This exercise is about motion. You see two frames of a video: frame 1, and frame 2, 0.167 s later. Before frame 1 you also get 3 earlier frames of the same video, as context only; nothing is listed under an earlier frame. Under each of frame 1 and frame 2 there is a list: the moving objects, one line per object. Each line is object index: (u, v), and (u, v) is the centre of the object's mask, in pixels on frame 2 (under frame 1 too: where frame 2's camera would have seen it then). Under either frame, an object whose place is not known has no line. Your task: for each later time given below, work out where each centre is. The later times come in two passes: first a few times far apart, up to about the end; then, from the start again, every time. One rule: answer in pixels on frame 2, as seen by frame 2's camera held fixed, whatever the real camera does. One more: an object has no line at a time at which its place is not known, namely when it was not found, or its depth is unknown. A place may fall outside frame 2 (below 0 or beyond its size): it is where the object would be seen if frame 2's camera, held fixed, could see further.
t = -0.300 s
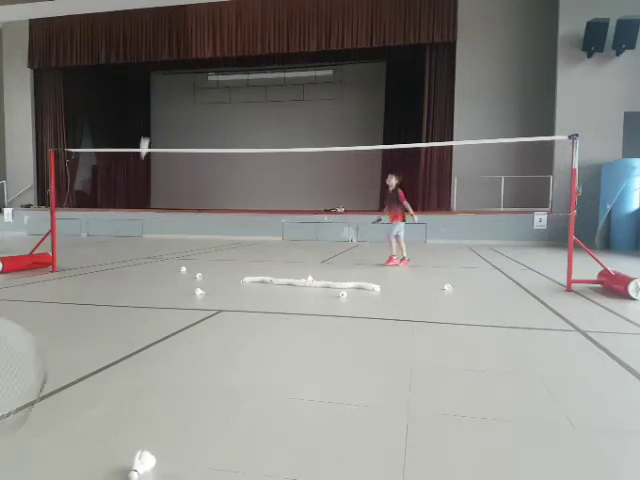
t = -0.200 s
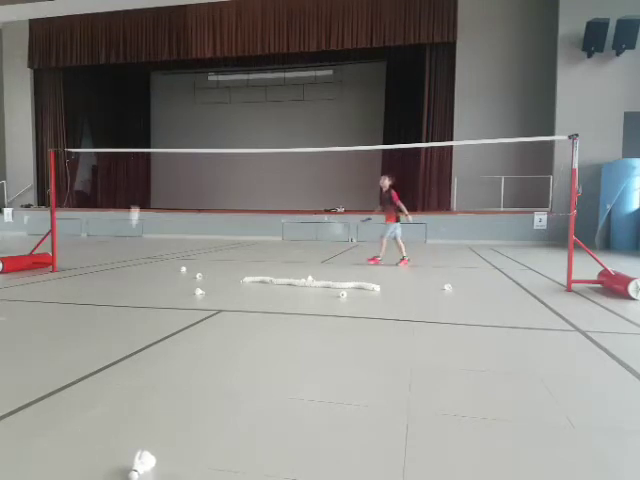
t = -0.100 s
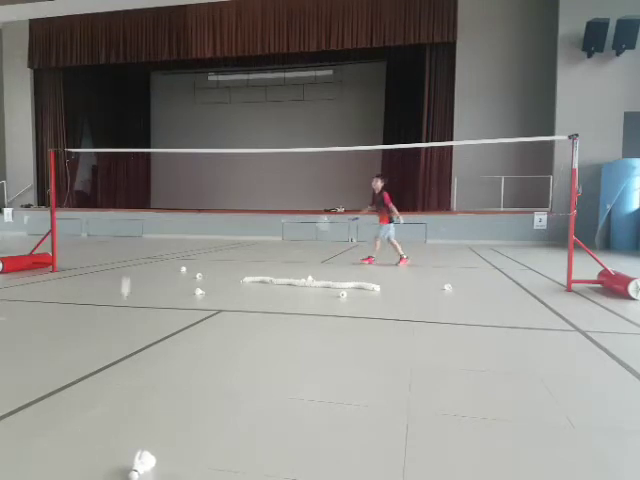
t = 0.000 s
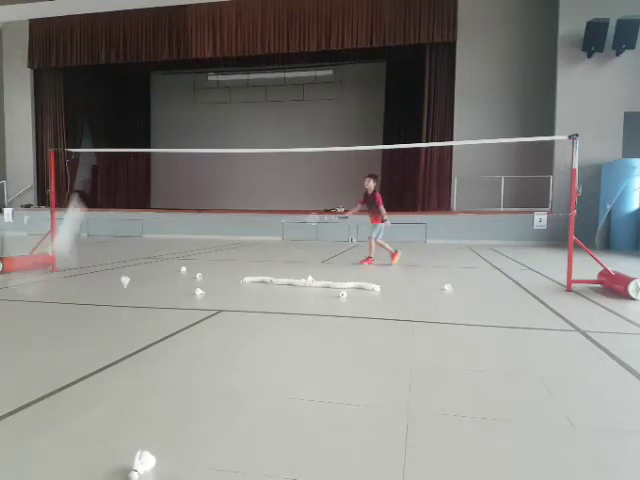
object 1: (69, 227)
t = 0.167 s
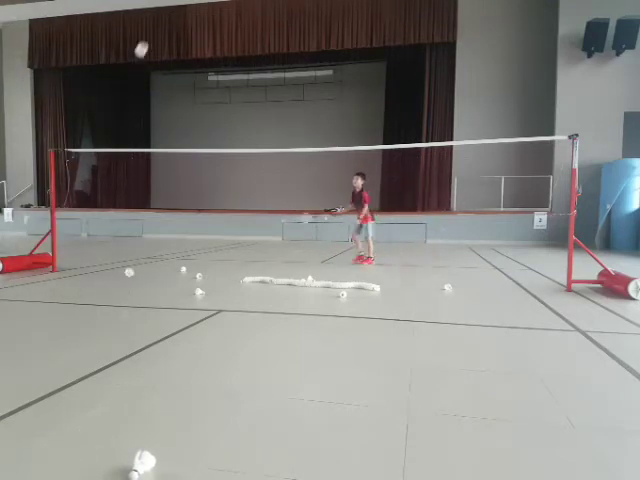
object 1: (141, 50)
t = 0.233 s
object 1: (154, 31)
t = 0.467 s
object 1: (176, 31)
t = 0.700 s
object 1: (188, 69)
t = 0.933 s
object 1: (198, 127)
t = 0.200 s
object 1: (148, 39)
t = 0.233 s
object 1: (154, 31)
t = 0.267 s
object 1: (159, 27)
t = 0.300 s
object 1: (163, 25)
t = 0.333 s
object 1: (166, 24)
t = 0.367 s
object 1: (169, 25)
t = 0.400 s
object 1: (172, 26)
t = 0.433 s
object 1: (174, 28)
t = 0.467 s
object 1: (176, 31)
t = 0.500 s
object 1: (178, 34)
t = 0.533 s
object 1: (180, 39)
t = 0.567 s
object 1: (182, 44)
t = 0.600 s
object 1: (183, 49)
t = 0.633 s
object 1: (185, 55)
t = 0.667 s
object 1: (187, 62)
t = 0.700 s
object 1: (188, 69)
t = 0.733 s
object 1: (190, 77)
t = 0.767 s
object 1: (192, 85)
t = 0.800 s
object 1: (193, 92)
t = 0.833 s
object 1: (195, 100)
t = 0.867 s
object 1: (196, 110)
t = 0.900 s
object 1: (197, 119)
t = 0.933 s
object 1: (198, 127)
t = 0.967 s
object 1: (199, 137)
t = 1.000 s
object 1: (200, 145)
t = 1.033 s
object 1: (202, 156)
